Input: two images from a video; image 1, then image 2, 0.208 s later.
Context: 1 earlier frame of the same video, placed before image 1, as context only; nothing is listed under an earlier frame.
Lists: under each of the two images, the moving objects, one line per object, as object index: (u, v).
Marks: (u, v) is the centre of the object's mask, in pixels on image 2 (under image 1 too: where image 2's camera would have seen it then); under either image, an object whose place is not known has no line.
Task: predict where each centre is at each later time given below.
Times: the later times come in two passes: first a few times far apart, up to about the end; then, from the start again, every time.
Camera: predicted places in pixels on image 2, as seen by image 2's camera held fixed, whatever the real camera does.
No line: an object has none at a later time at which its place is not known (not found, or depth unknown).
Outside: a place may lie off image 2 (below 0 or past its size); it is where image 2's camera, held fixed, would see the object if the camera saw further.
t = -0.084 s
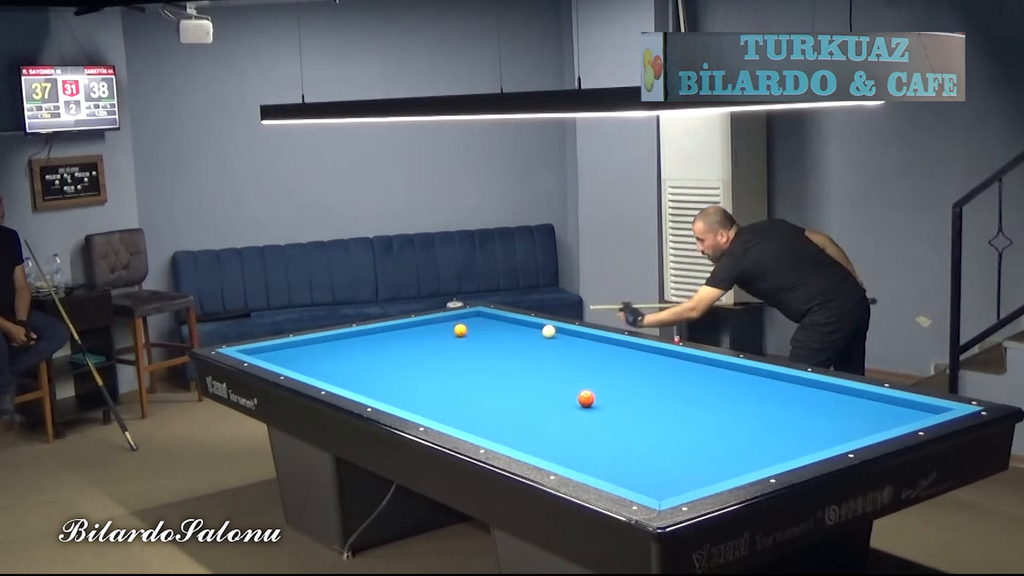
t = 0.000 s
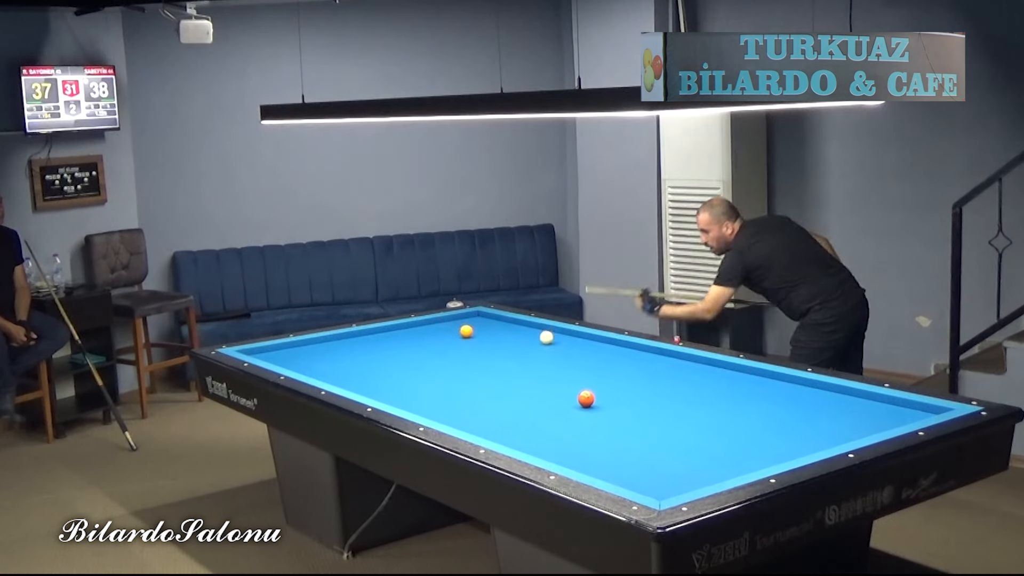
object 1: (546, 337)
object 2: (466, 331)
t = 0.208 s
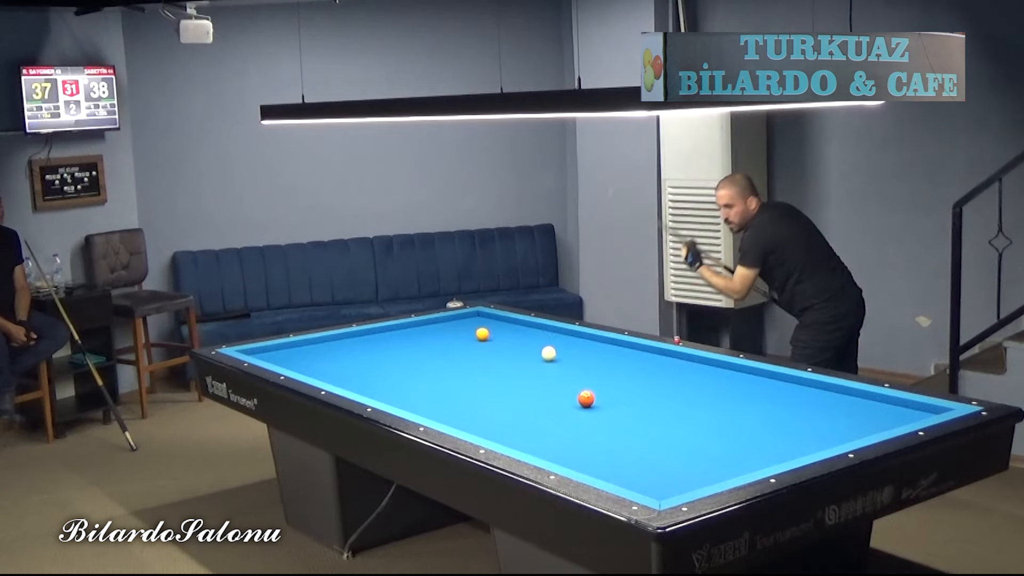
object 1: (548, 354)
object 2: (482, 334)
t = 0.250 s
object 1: (549, 357)
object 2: (485, 335)
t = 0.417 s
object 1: (552, 369)
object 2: (497, 337)
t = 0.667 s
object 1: (558, 393)
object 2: (517, 340)
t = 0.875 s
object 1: (563, 414)
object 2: (532, 343)
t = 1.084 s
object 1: (569, 439)
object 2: (547, 346)
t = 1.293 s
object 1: (579, 466)
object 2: (564, 348)
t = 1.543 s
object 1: (656, 477)
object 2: (582, 352)
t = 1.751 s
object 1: (704, 478)
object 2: (599, 355)
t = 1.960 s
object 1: (688, 470)
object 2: (615, 358)
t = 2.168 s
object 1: (674, 460)
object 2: (632, 361)
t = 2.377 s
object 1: (662, 451)
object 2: (648, 364)
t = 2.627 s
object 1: (647, 441)
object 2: (668, 367)
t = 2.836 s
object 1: (637, 433)
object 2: (684, 370)
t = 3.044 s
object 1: (627, 426)
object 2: (700, 373)
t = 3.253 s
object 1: (617, 419)
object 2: (718, 377)
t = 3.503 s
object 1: (607, 412)
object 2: (737, 380)
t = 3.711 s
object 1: (598, 406)
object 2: (755, 384)
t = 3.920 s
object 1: (594, 402)
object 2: (771, 387)
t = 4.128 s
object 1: (595, 400)
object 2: (789, 390)
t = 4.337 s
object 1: (596, 399)
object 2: (805, 393)
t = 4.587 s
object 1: (597, 398)
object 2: (826, 397)
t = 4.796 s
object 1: (597, 397)
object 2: (842, 400)
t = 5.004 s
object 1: (598, 396)
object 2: (858, 403)
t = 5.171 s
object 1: (598, 395)
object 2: (873, 405)
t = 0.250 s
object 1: (549, 357)
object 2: (485, 335)
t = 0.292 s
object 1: (550, 360)
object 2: (488, 335)
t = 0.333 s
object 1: (551, 363)
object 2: (491, 336)
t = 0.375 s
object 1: (551, 366)
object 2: (494, 336)
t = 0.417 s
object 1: (552, 369)
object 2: (497, 337)
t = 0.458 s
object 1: (553, 373)
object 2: (500, 337)
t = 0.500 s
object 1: (554, 376)
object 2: (503, 338)
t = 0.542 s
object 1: (555, 380)
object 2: (506, 338)
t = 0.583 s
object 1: (556, 384)
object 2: (509, 339)
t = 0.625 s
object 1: (557, 387)
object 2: (512, 339)
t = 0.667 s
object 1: (558, 393)
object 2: (517, 340)
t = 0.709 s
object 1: (559, 397)
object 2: (520, 341)
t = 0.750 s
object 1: (560, 401)
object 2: (522, 341)
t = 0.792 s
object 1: (561, 406)
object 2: (526, 342)
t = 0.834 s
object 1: (562, 410)
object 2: (529, 342)
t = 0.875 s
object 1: (563, 414)
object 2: (532, 343)
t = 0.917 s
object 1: (564, 419)
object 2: (535, 343)
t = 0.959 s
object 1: (566, 424)
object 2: (538, 344)
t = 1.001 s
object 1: (567, 429)
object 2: (541, 345)
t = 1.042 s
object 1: (568, 434)
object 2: (544, 345)
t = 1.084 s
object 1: (569, 439)
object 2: (547, 346)
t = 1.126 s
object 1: (571, 444)
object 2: (550, 346)
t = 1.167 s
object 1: (573, 452)
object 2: (554, 347)
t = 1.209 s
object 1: (574, 458)
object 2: (557, 347)
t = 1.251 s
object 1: (576, 462)
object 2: (561, 348)
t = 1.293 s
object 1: (579, 466)
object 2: (564, 348)
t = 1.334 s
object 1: (591, 468)
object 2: (567, 349)
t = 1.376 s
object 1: (605, 471)
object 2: (570, 350)
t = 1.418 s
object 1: (618, 473)
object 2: (573, 350)
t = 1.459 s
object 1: (631, 474)
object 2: (576, 351)
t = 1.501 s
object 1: (644, 476)
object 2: (579, 351)
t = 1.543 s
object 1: (656, 477)
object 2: (582, 352)
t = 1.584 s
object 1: (669, 479)
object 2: (585, 352)
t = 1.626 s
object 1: (687, 481)
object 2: (590, 353)
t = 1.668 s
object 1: (700, 480)
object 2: (593, 354)
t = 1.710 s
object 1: (709, 479)
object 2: (596, 354)
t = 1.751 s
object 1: (704, 478)
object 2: (599, 355)
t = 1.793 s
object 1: (700, 478)
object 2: (602, 355)
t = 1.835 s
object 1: (697, 476)
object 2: (605, 356)
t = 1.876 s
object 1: (694, 474)
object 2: (608, 357)
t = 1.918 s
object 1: (691, 472)
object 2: (611, 357)
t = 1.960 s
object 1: (688, 470)
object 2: (615, 358)
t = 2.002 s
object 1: (686, 468)
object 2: (618, 358)
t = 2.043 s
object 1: (683, 467)
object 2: (621, 359)
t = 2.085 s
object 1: (680, 465)
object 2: (624, 359)
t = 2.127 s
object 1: (676, 462)
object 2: (629, 360)
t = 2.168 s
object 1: (674, 460)
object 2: (632, 361)
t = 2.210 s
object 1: (671, 458)
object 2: (635, 361)
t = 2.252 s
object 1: (669, 456)
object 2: (639, 362)
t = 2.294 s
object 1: (666, 455)
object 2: (642, 363)
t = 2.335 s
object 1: (664, 453)
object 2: (645, 363)
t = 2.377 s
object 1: (662, 451)
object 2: (648, 364)
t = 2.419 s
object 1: (659, 450)
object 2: (651, 364)
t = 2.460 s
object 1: (657, 448)
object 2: (654, 365)
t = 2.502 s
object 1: (655, 446)
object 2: (657, 366)
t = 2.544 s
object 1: (653, 445)
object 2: (661, 366)
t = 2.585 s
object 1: (650, 443)
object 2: (664, 367)
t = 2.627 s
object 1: (647, 441)
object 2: (668, 367)
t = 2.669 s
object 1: (645, 440)
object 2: (672, 368)
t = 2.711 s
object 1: (643, 438)
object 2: (675, 369)
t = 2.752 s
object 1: (641, 436)
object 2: (678, 369)
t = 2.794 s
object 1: (639, 435)
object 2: (681, 370)
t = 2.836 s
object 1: (637, 433)
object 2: (684, 370)
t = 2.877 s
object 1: (635, 432)
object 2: (688, 371)
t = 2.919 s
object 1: (633, 430)
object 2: (691, 372)
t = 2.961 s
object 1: (631, 429)
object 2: (694, 372)
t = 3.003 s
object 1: (629, 428)
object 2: (697, 373)
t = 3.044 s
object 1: (627, 426)
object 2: (700, 373)
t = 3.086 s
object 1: (624, 425)
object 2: (705, 374)
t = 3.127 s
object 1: (622, 423)
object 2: (708, 375)
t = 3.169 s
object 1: (621, 422)
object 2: (711, 375)
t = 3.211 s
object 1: (619, 420)
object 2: (715, 376)
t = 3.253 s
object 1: (617, 419)
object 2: (718, 377)
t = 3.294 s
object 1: (615, 418)
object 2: (721, 377)
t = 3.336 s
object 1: (614, 417)
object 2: (724, 378)
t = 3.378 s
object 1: (612, 415)
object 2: (728, 378)
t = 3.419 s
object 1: (610, 414)
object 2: (731, 379)
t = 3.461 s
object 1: (608, 413)
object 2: (734, 380)
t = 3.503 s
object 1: (607, 412)
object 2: (737, 380)
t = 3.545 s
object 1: (605, 411)
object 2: (740, 381)
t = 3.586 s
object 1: (603, 409)
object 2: (745, 382)
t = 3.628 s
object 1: (601, 408)
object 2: (748, 382)
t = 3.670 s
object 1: (600, 407)
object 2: (752, 383)
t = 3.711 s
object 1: (598, 406)
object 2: (755, 384)
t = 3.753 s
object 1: (597, 404)
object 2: (758, 384)
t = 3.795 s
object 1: (595, 403)
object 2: (761, 385)
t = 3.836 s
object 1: (594, 402)
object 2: (764, 385)
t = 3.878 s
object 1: (594, 402)
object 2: (768, 386)
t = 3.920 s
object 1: (594, 402)
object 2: (771, 387)
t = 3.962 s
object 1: (594, 402)
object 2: (774, 387)
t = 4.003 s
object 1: (594, 401)
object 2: (777, 388)
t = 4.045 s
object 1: (595, 401)
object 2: (781, 388)
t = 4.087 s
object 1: (595, 400)
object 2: (786, 389)
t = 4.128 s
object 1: (595, 400)
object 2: (789, 390)
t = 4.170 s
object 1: (595, 400)
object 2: (792, 390)
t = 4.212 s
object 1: (595, 400)
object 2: (795, 391)
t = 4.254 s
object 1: (595, 400)
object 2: (799, 392)
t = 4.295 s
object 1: (596, 399)
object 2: (802, 392)
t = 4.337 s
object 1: (596, 399)
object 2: (805, 393)
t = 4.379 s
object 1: (596, 399)
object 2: (808, 394)
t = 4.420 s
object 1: (596, 399)
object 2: (812, 394)
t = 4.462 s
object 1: (596, 398)
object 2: (815, 395)
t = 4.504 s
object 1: (596, 398)
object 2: (818, 395)
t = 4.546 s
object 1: (597, 398)
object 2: (823, 396)
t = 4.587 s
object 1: (597, 398)
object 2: (826, 397)
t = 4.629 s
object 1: (597, 397)
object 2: (829, 397)
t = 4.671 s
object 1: (597, 397)
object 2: (833, 398)
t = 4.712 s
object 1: (597, 397)
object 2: (836, 398)
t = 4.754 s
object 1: (597, 397)
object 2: (839, 399)
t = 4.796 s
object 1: (597, 397)
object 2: (842, 400)
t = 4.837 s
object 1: (597, 396)
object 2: (846, 400)
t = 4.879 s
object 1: (597, 396)
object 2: (849, 401)
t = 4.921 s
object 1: (597, 396)
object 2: (852, 402)
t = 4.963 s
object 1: (598, 396)
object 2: (855, 402)
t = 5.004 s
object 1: (598, 396)
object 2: (858, 403)
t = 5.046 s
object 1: (598, 395)
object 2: (863, 404)
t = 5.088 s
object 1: (598, 395)
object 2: (867, 404)
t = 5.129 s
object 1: (598, 395)
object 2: (870, 405)
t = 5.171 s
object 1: (598, 395)
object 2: (873, 405)
